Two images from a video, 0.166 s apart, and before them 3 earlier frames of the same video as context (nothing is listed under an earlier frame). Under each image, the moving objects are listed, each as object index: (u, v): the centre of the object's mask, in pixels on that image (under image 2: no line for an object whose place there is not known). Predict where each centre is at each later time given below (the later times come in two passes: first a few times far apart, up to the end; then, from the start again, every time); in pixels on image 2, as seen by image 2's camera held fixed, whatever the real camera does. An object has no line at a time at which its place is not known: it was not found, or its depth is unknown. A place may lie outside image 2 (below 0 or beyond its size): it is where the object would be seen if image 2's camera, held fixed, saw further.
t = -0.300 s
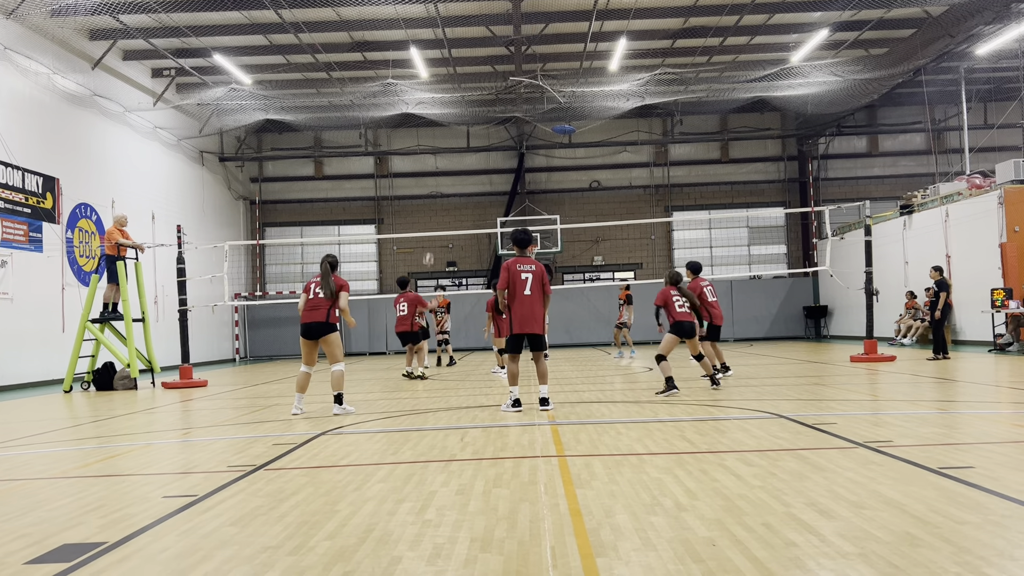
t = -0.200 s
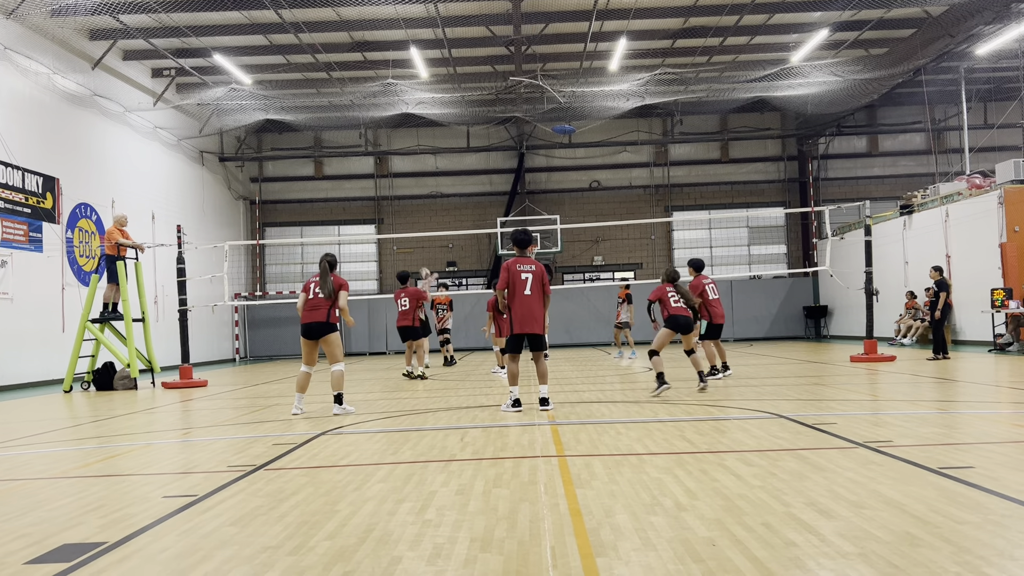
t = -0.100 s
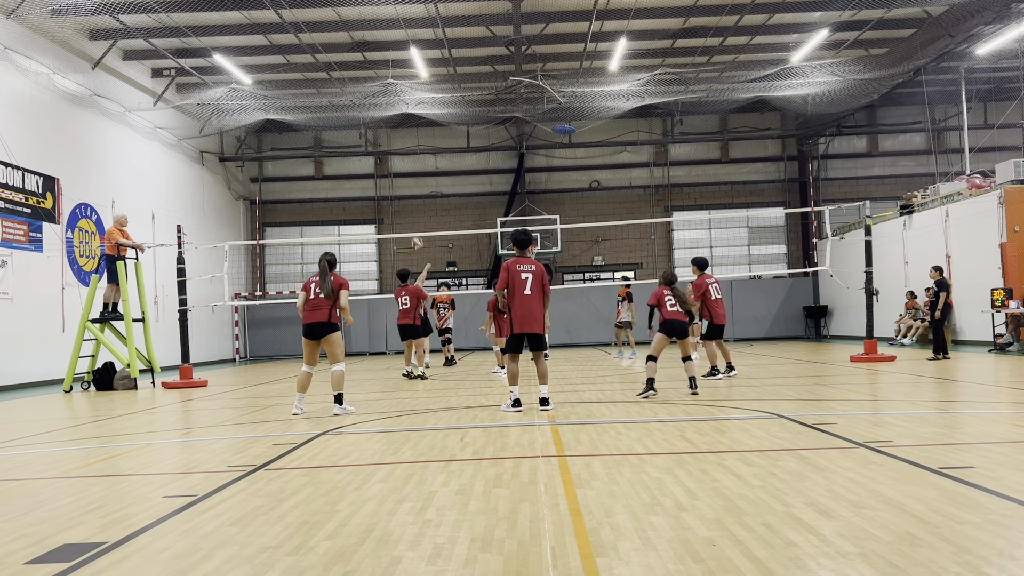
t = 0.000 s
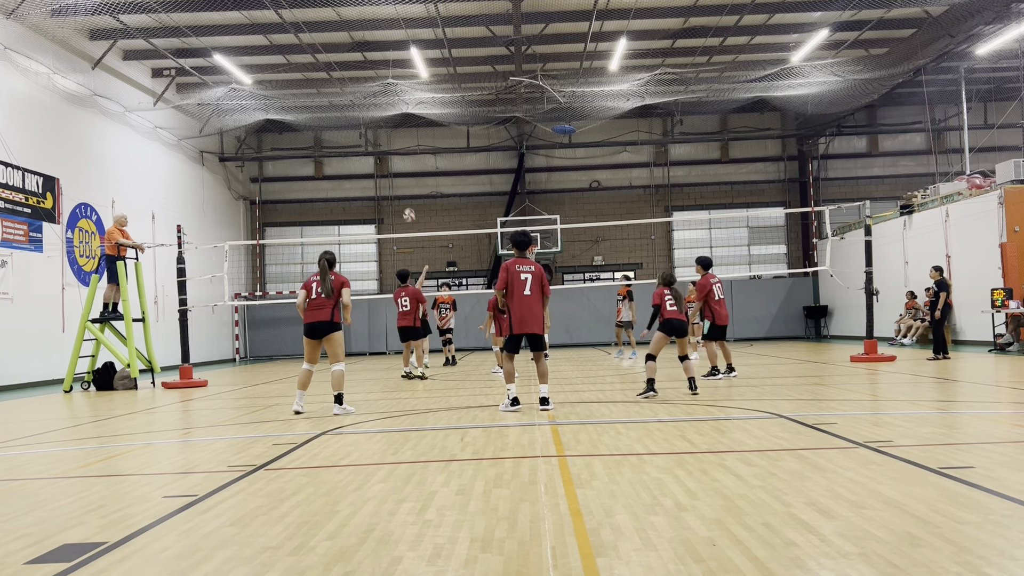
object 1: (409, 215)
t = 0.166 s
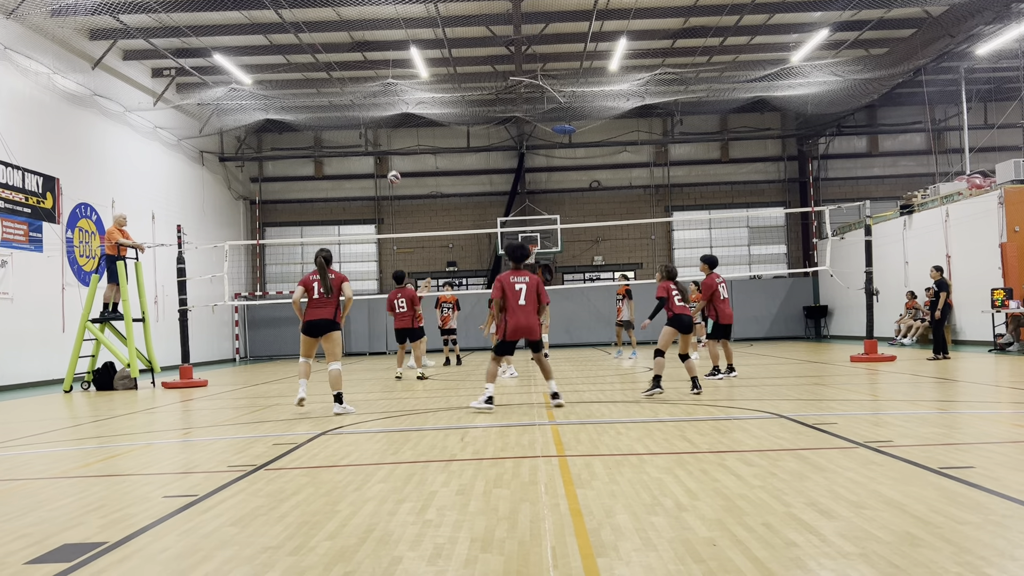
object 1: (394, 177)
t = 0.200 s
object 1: (390, 171)
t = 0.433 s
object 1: (365, 145)
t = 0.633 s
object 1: (340, 149)
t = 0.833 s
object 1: (309, 187)
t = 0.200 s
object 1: (390, 171)
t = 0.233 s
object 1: (387, 165)
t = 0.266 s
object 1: (384, 161)
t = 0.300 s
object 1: (380, 156)
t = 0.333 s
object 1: (376, 152)
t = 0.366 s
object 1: (373, 149)
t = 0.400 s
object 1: (369, 146)
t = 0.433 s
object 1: (365, 145)
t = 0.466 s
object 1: (362, 143)
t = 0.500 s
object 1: (358, 143)
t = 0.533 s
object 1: (353, 143)
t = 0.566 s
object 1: (348, 144)
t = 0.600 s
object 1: (344, 146)
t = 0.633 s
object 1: (340, 149)
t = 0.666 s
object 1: (335, 153)
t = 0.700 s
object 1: (330, 157)
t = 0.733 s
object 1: (325, 163)
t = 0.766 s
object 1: (320, 170)
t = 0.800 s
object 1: (315, 178)
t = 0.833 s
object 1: (309, 187)
